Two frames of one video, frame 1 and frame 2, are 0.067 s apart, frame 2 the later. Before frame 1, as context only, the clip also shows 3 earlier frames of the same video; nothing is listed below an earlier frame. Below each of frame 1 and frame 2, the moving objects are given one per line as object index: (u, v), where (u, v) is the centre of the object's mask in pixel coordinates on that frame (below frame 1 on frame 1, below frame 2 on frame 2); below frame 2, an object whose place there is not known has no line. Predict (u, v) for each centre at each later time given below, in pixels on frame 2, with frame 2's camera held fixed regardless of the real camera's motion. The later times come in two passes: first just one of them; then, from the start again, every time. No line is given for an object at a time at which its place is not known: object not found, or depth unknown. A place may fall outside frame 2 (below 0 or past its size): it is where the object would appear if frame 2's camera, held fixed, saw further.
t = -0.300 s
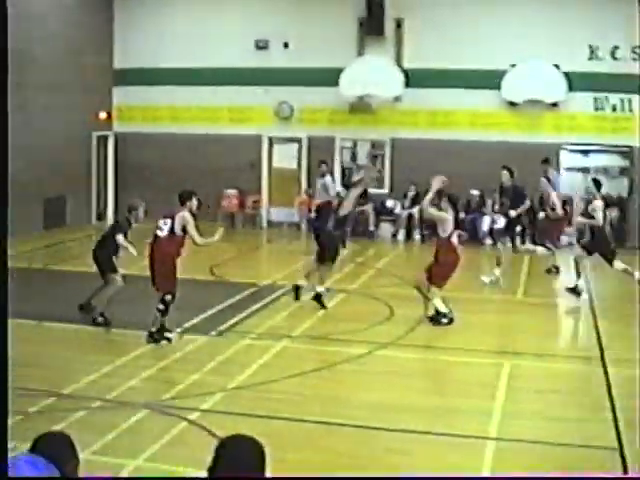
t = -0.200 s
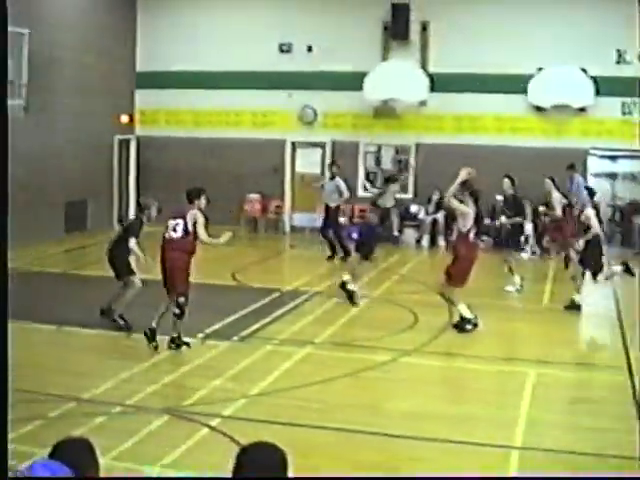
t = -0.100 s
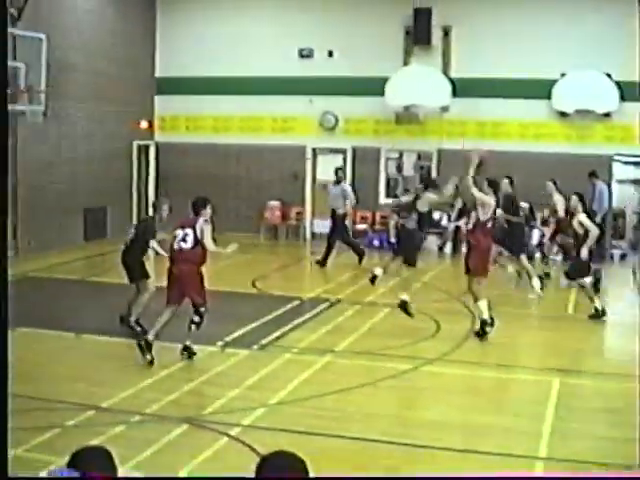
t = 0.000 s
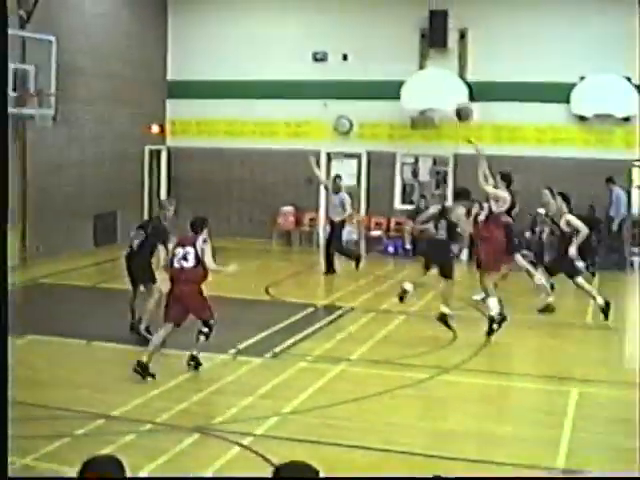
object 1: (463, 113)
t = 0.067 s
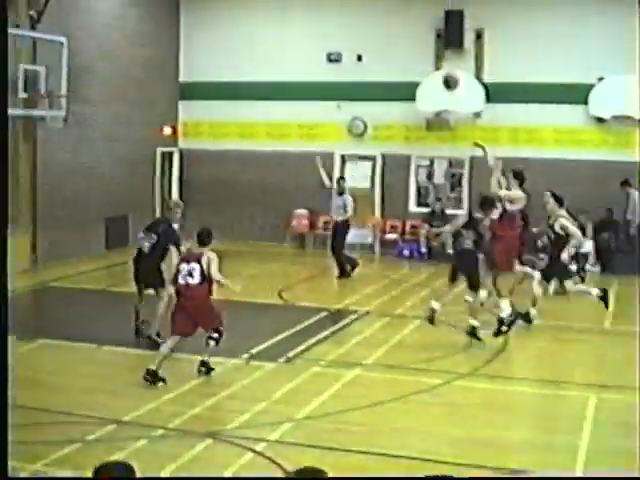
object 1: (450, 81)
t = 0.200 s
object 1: (395, 24)
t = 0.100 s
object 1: (435, 64)
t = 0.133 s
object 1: (421, 51)
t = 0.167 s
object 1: (407, 38)
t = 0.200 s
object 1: (395, 24)
